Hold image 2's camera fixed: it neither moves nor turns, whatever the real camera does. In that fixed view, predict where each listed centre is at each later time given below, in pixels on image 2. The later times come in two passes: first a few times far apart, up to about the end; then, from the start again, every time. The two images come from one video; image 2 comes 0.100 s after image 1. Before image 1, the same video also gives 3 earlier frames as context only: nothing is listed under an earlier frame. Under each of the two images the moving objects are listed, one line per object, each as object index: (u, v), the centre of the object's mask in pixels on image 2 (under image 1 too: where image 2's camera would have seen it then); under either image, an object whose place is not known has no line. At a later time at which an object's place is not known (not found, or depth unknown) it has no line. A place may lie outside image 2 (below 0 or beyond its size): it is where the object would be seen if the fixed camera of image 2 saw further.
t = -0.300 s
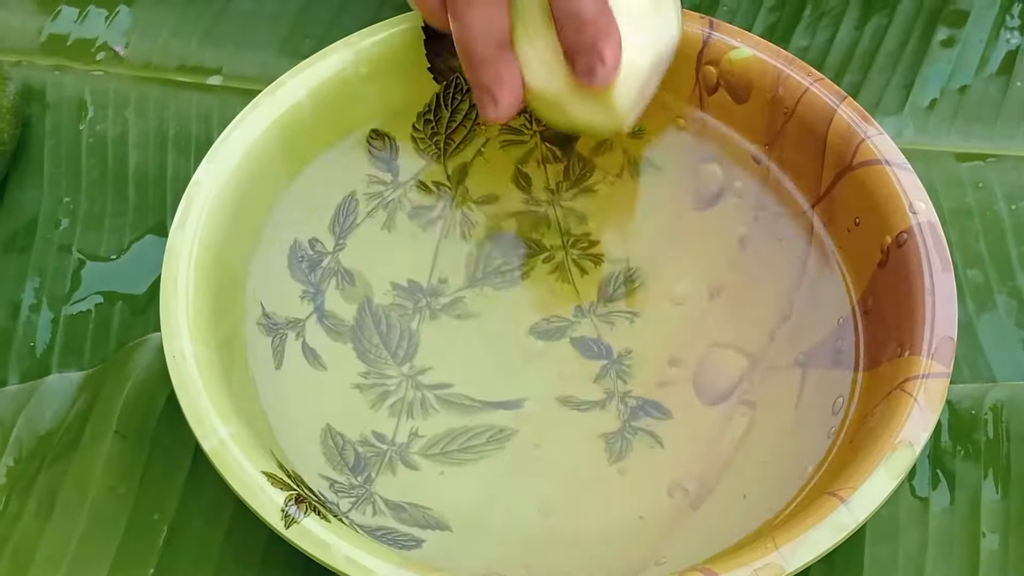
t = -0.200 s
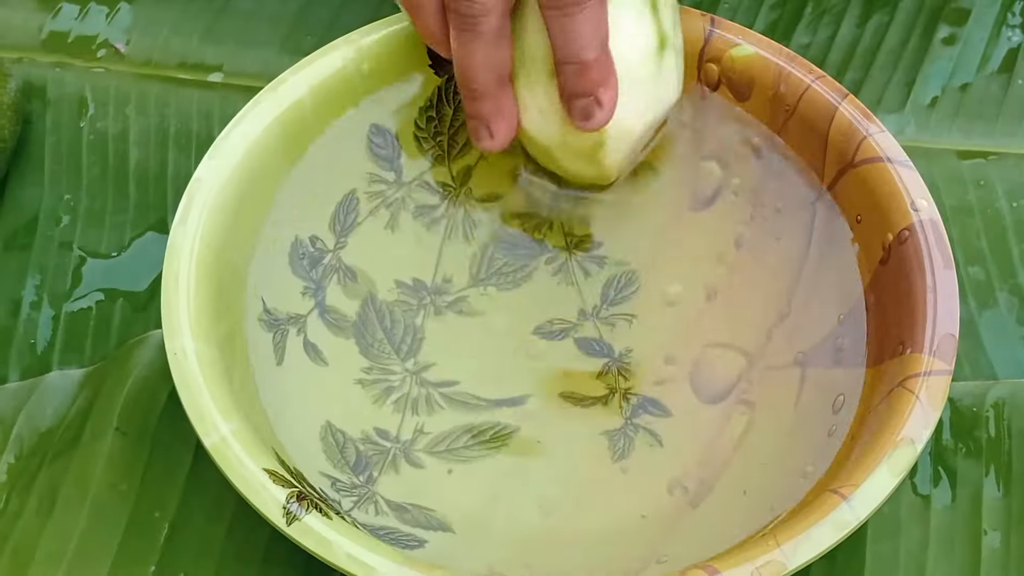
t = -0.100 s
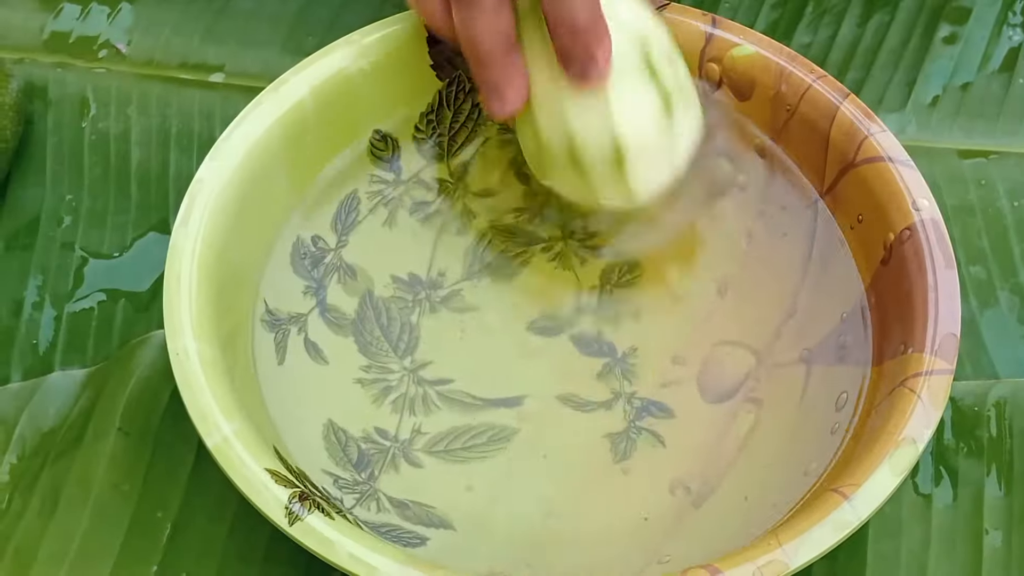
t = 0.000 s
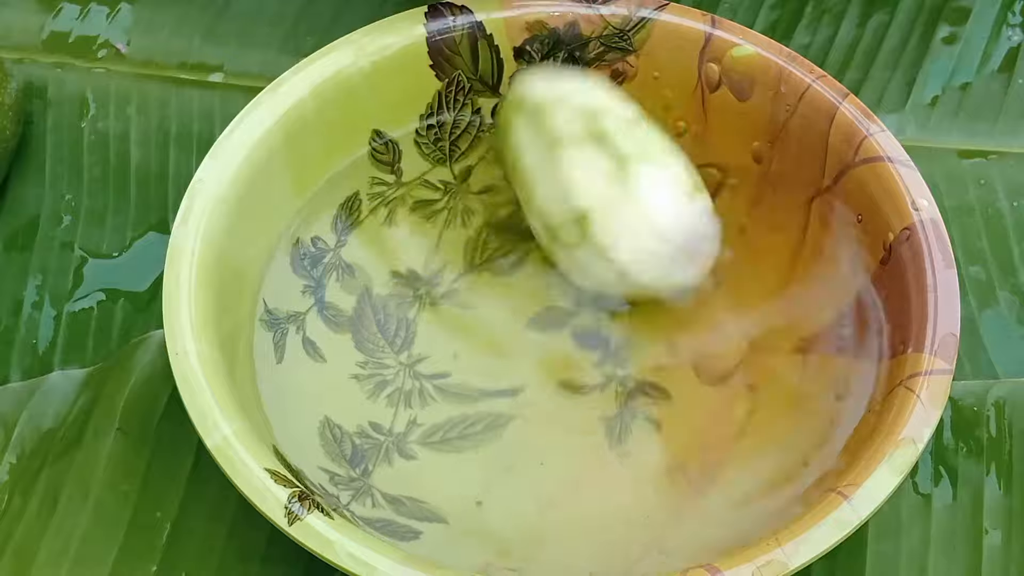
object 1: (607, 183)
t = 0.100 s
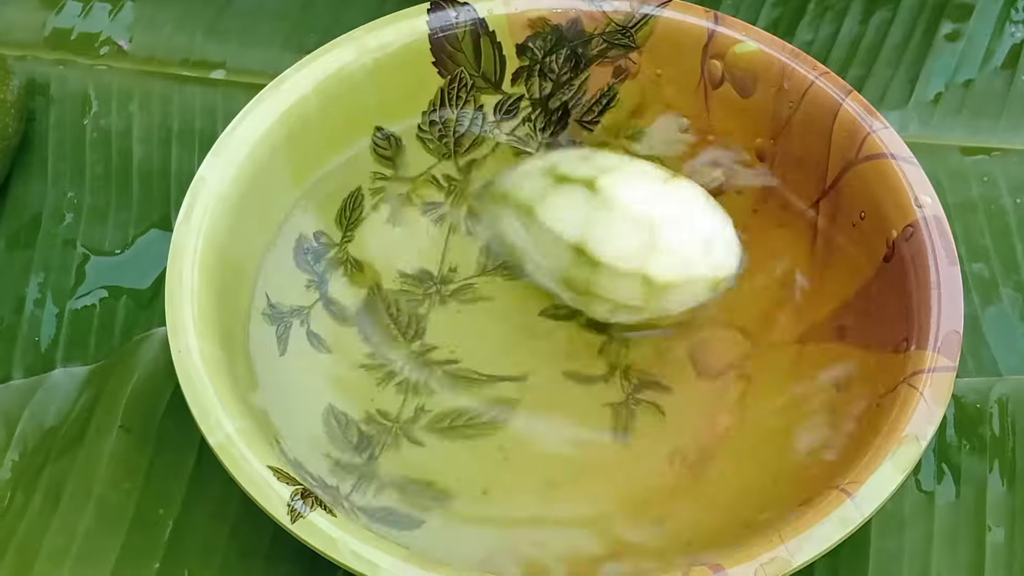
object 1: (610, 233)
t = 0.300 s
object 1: (624, 220)
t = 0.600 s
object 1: (648, 280)
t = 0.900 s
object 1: (629, 248)
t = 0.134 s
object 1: (611, 242)
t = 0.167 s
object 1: (614, 243)
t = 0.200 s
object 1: (620, 235)
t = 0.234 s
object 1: (623, 231)
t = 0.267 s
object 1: (620, 223)
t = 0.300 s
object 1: (624, 220)
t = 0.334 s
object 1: (626, 216)
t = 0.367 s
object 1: (623, 215)
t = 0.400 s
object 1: (623, 220)
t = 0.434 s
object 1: (628, 228)
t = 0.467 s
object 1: (635, 240)
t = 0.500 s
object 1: (642, 253)
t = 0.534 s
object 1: (644, 264)
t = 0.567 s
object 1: (645, 273)
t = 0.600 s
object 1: (648, 280)
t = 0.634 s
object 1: (651, 282)
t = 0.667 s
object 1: (652, 282)
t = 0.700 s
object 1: (648, 280)
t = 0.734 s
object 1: (642, 276)
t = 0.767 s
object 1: (636, 269)
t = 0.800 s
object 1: (632, 262)
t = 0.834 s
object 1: (629, 256)
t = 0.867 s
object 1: (627, 251)
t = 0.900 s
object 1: (629, 248)
